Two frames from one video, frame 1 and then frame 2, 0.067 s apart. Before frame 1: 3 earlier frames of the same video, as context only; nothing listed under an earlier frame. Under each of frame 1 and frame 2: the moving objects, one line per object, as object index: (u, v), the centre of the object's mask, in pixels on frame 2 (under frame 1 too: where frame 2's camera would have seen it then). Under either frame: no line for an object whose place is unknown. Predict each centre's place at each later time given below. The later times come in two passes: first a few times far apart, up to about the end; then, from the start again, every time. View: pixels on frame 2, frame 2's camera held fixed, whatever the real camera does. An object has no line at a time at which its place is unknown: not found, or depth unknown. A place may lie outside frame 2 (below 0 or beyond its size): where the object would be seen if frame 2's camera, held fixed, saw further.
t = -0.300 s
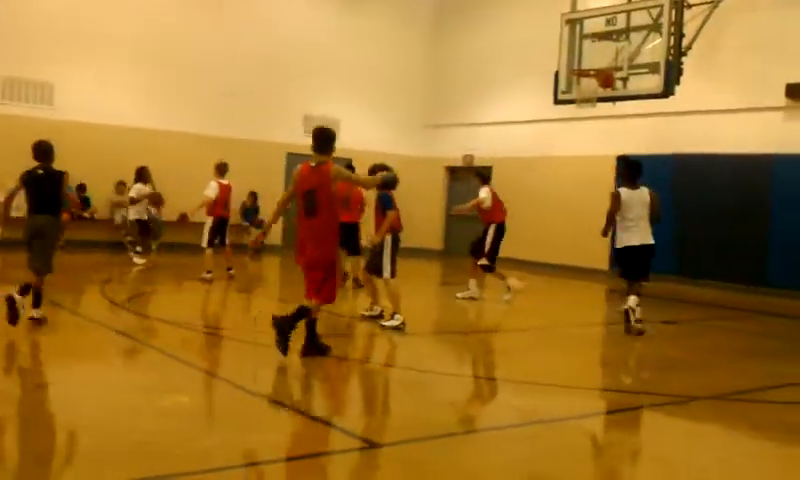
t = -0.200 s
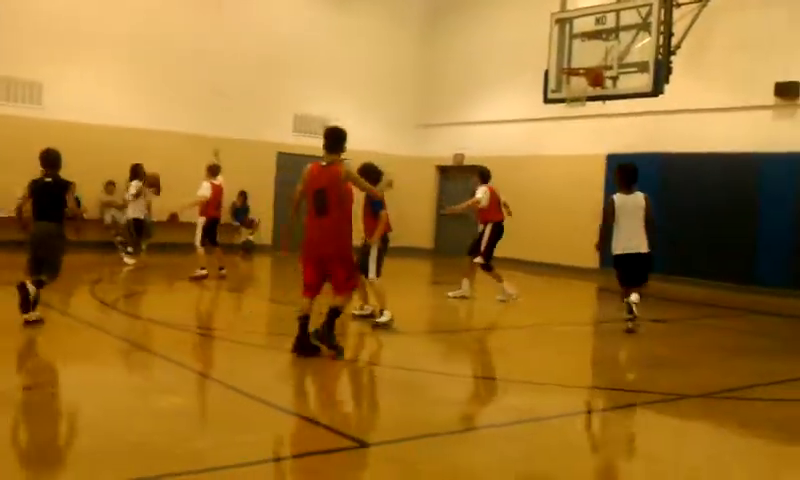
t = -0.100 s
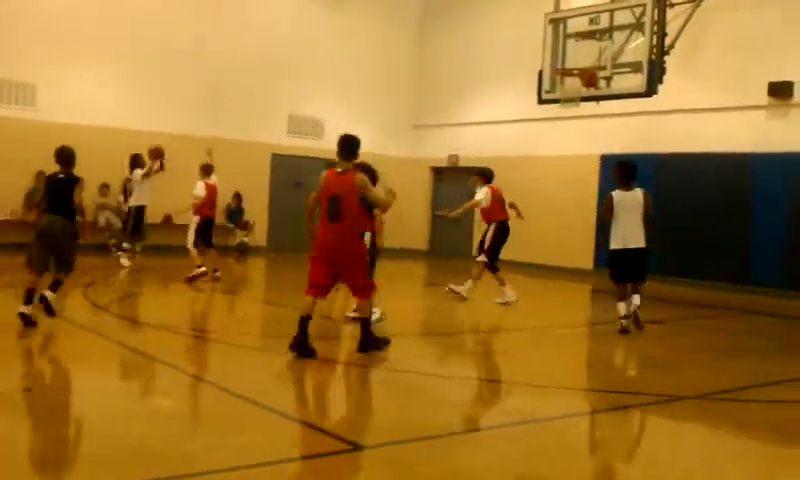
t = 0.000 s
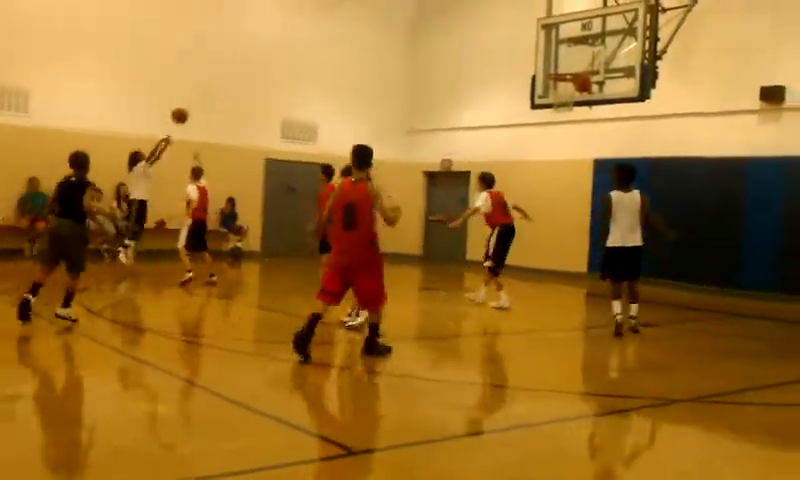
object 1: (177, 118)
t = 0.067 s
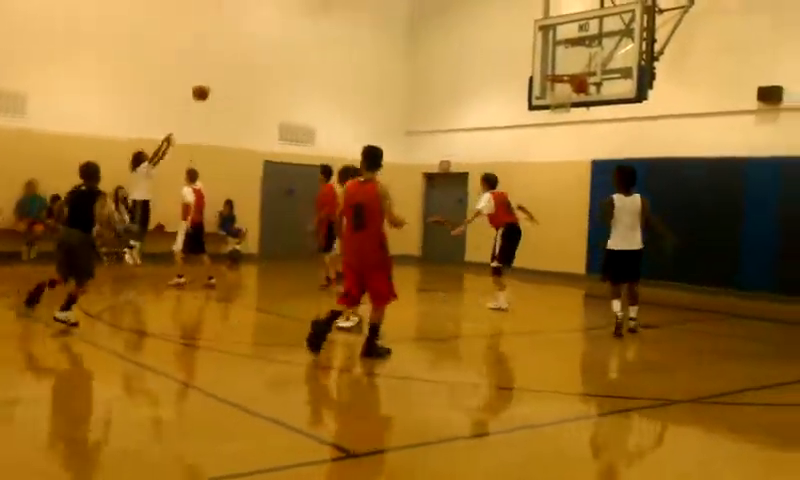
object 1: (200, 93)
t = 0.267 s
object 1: (271, 33)
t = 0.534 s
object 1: (364, -7)
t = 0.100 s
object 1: (212, 81)
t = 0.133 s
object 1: (224, 70)
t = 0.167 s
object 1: (236, 59)
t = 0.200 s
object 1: (247, 49)
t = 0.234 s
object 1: (259, 40)
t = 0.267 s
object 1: (271, 33)
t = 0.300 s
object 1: (284, 24)
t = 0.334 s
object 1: (295, 17)
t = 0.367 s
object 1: (306, 11)
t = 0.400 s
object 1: (318, 6)
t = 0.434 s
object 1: (330, 2)
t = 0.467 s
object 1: (341, -2)
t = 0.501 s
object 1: (352, -5)
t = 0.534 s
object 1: (364, -7)
